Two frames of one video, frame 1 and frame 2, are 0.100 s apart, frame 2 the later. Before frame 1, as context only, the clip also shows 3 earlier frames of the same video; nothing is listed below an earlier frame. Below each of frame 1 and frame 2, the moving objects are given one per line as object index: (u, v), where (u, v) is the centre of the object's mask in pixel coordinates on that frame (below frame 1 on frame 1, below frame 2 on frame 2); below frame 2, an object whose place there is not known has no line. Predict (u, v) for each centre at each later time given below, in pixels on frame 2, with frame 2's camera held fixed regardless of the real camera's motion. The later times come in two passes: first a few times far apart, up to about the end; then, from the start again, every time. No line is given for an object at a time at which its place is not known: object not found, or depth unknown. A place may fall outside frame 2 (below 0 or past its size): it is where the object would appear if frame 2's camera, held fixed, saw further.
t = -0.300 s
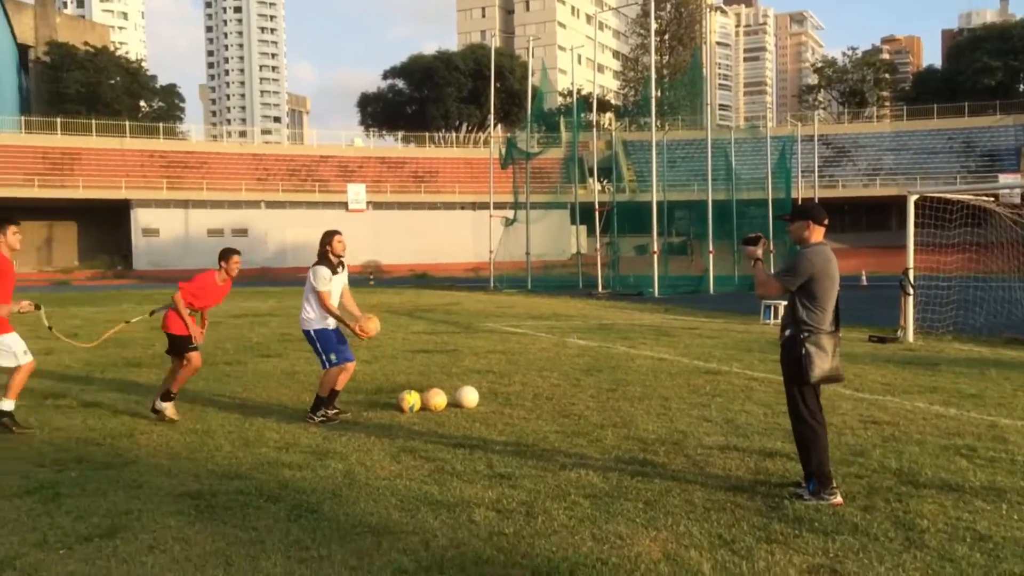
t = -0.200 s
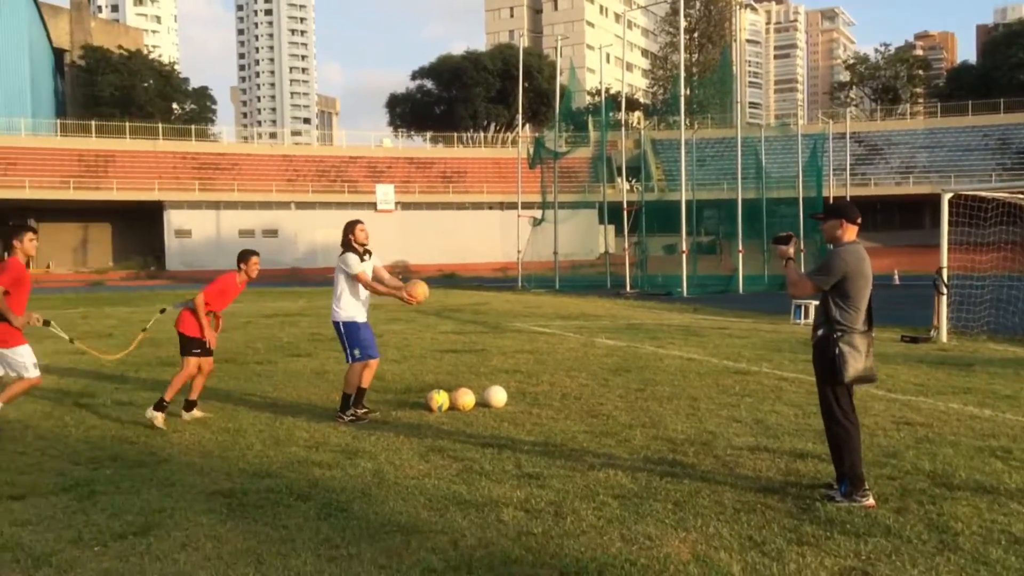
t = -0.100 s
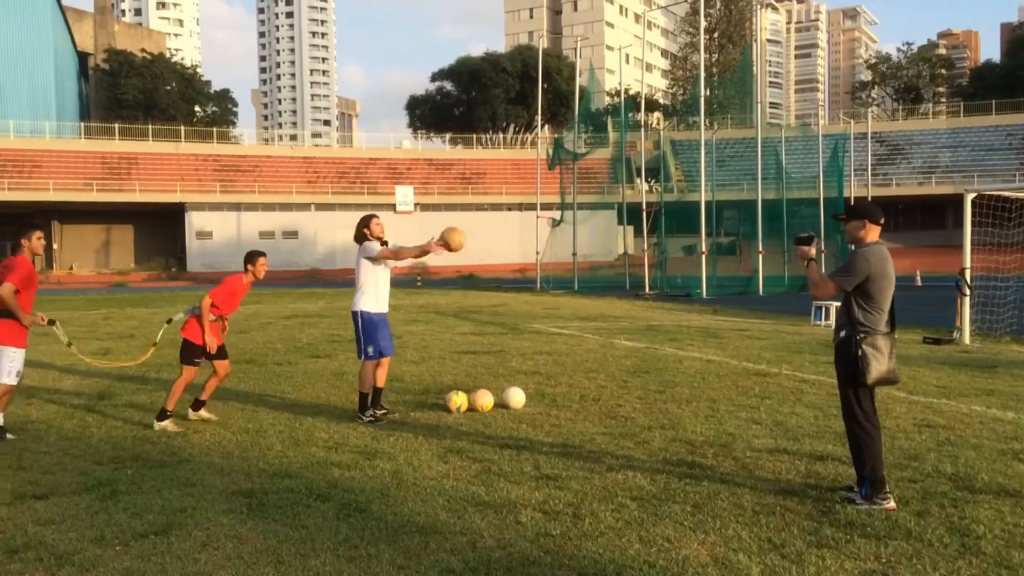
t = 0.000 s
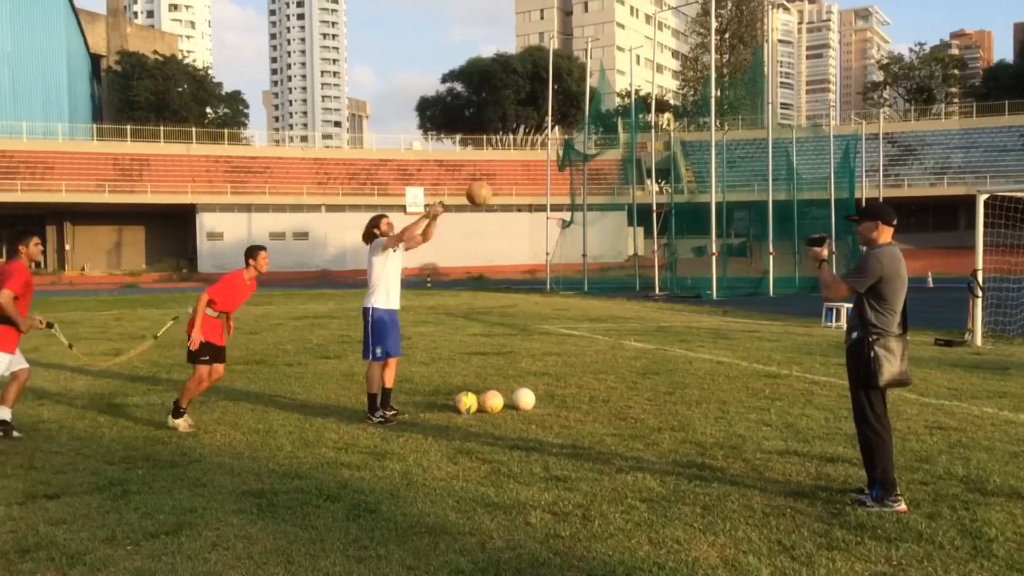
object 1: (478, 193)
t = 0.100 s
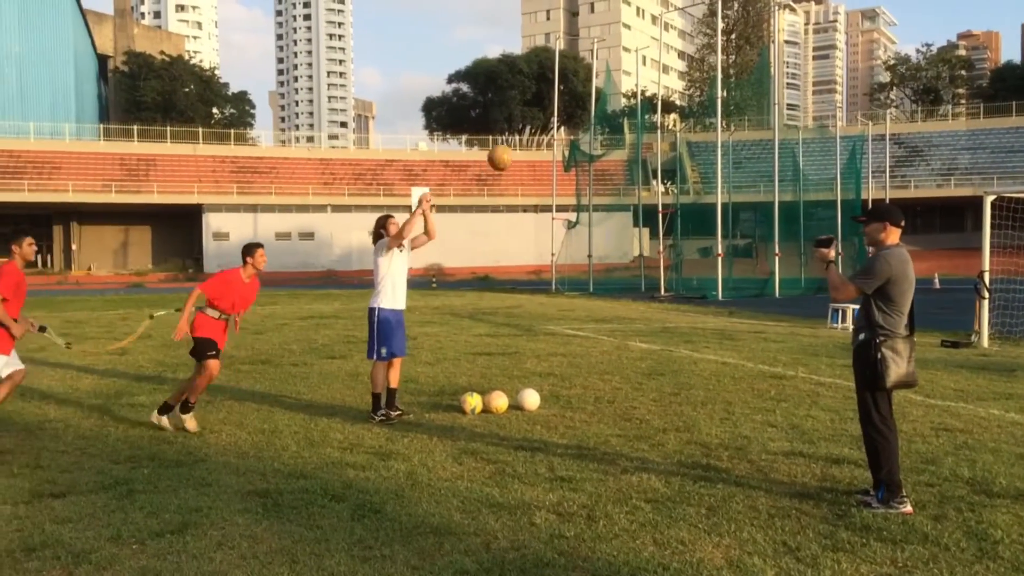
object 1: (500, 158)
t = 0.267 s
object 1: (528, 122)
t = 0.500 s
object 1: (569, 127)
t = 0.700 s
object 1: (604, 187)
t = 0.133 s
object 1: (506, 149)
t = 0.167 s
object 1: (512, 140)
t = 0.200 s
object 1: (517, 133)
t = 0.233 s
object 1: (522, 126)
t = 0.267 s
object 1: (528, 122)
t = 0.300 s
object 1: (534, 119)
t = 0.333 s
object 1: (540, 116)
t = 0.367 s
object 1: (545, 116)
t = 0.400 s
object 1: (551, 117)
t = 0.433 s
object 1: (557, 119)
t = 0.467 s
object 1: (563, 123)
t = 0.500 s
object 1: (569, 127)
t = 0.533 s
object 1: (574, 133)
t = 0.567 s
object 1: (581, 141)
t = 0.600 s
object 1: (588, 150)
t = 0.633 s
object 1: (592, 161)
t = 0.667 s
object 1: (598, 173)
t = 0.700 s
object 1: (604, 187)
